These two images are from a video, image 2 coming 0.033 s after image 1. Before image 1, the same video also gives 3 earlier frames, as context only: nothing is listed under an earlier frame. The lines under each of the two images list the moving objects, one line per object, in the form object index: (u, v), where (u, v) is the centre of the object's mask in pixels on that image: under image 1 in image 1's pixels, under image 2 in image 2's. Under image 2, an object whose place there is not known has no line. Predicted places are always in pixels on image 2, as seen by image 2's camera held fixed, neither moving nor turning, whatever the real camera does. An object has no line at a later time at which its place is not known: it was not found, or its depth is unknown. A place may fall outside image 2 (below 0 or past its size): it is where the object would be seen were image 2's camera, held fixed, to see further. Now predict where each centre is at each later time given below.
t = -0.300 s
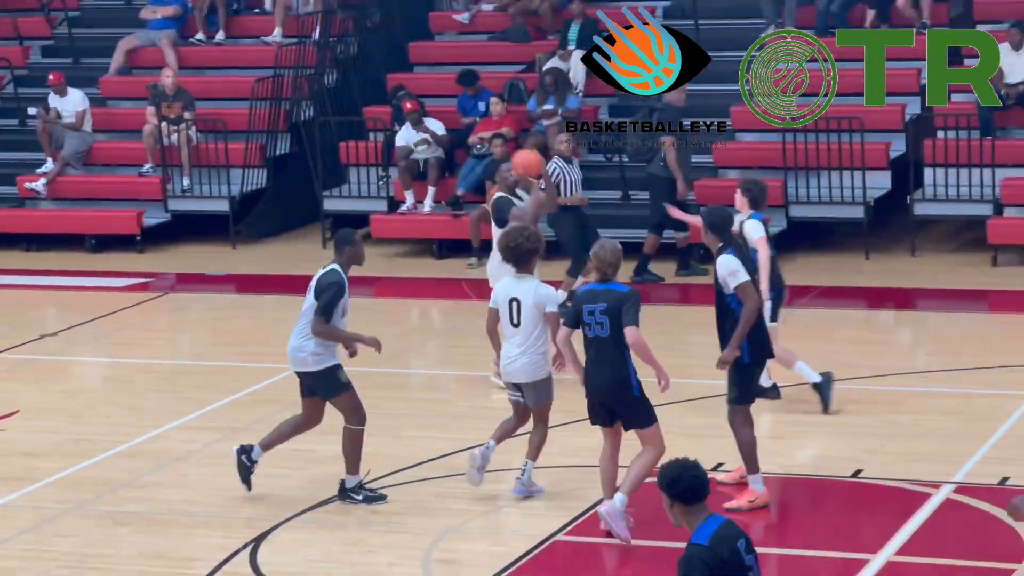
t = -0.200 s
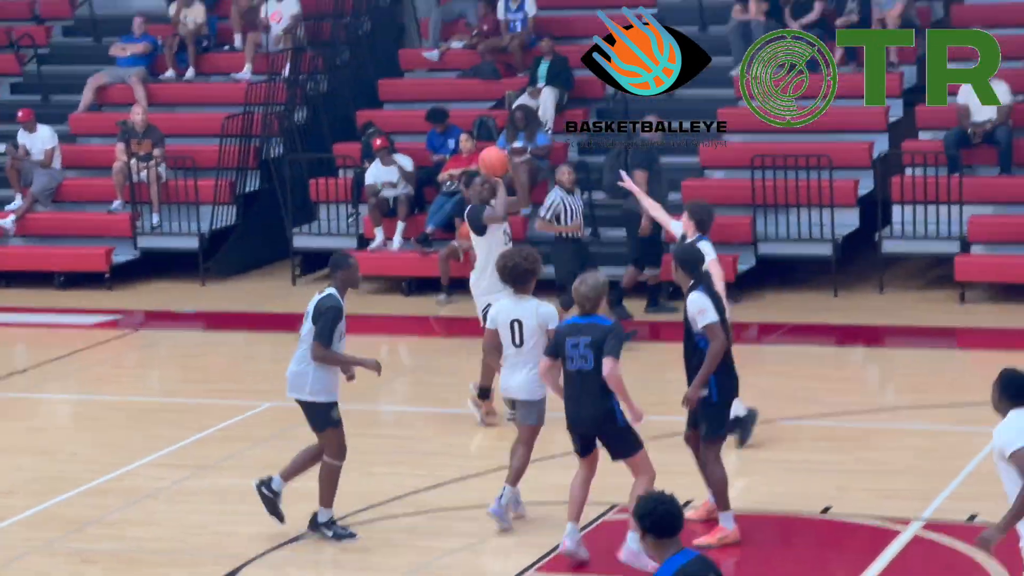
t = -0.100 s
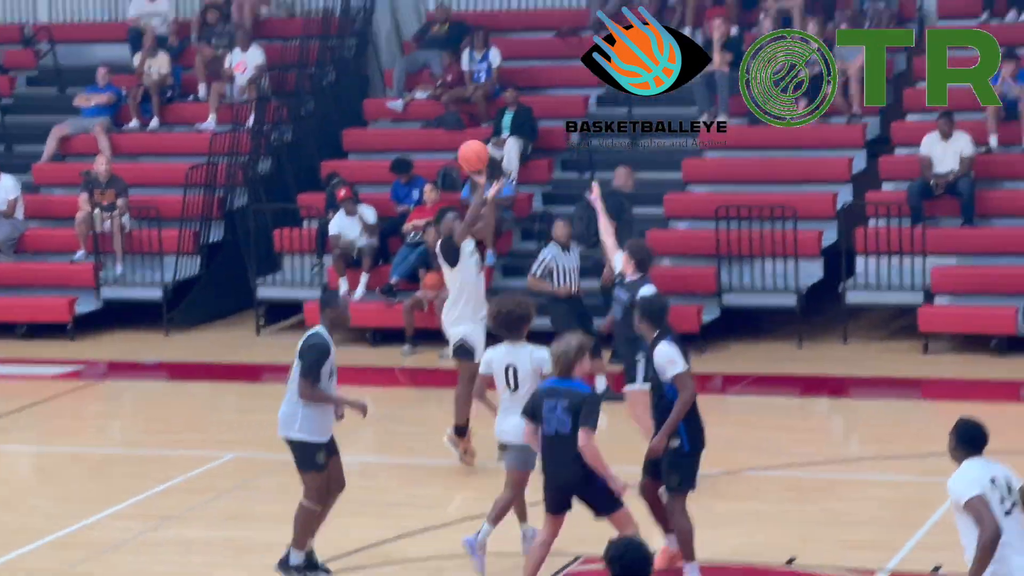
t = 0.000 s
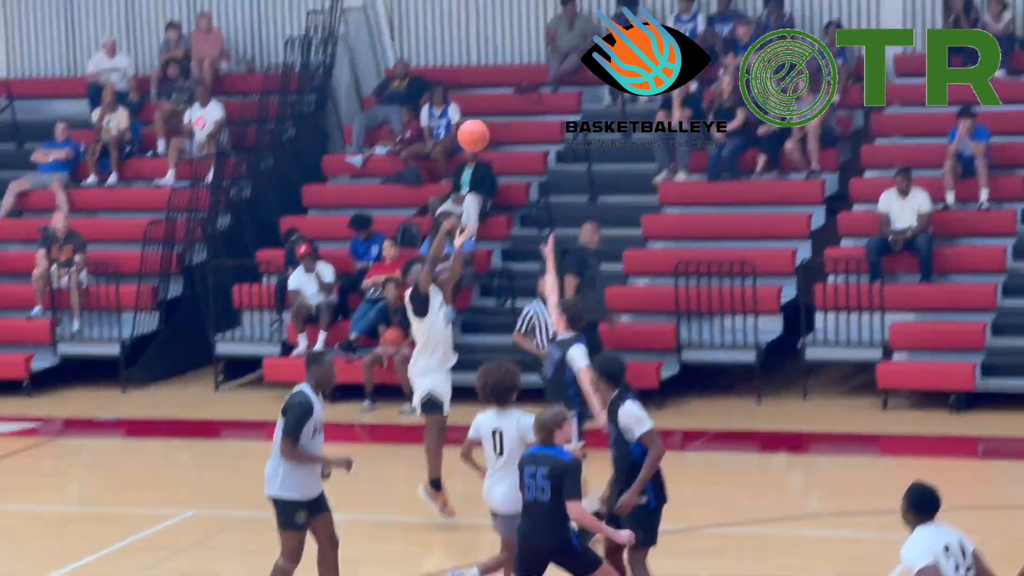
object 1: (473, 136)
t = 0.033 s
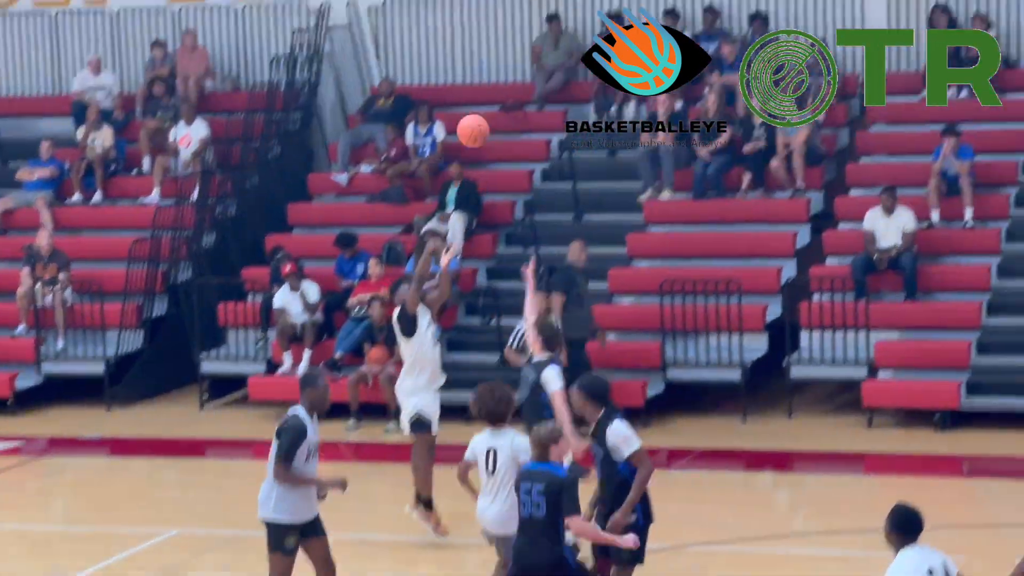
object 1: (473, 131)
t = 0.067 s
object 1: (489, 109)
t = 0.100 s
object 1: (503, 88)
